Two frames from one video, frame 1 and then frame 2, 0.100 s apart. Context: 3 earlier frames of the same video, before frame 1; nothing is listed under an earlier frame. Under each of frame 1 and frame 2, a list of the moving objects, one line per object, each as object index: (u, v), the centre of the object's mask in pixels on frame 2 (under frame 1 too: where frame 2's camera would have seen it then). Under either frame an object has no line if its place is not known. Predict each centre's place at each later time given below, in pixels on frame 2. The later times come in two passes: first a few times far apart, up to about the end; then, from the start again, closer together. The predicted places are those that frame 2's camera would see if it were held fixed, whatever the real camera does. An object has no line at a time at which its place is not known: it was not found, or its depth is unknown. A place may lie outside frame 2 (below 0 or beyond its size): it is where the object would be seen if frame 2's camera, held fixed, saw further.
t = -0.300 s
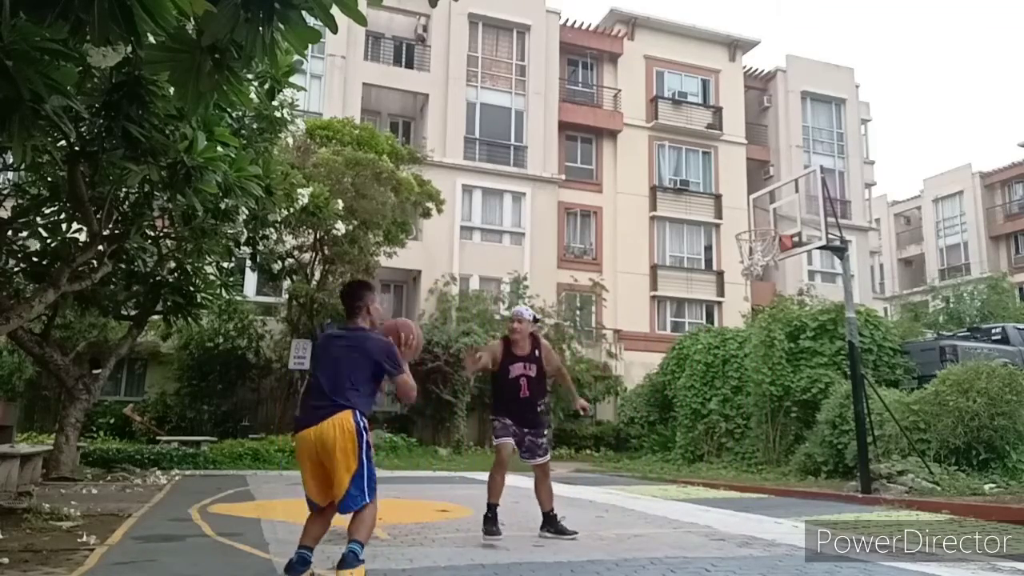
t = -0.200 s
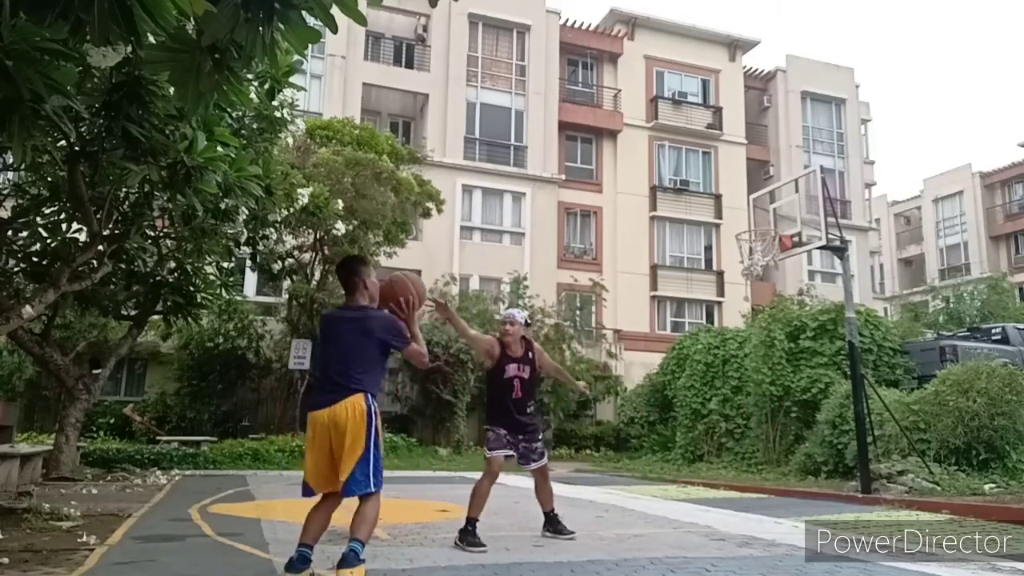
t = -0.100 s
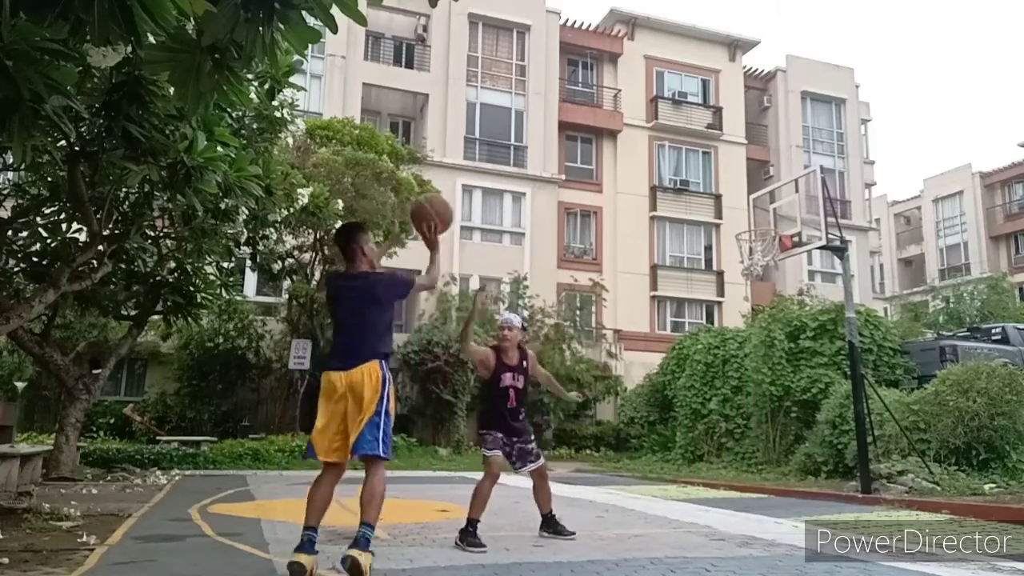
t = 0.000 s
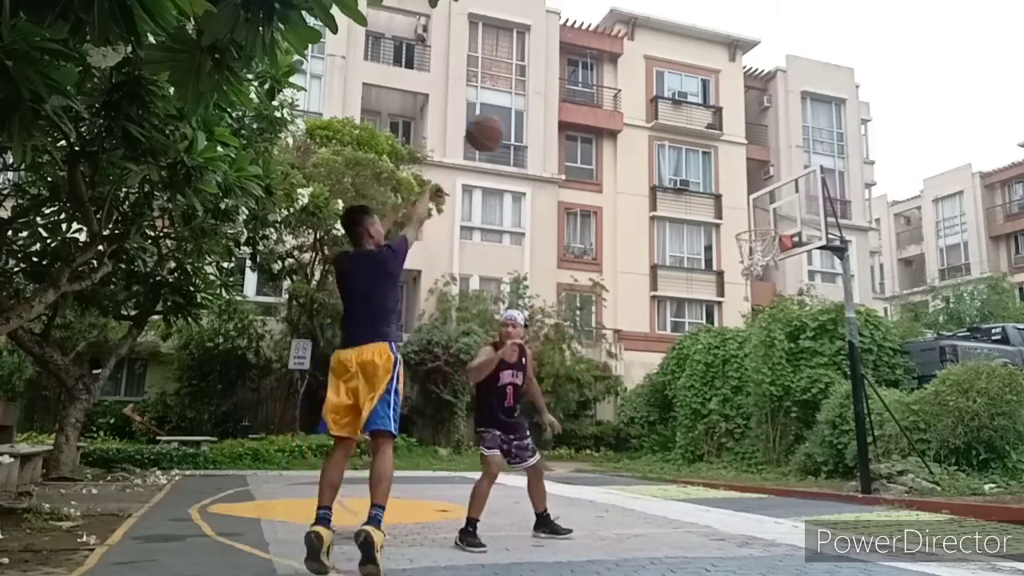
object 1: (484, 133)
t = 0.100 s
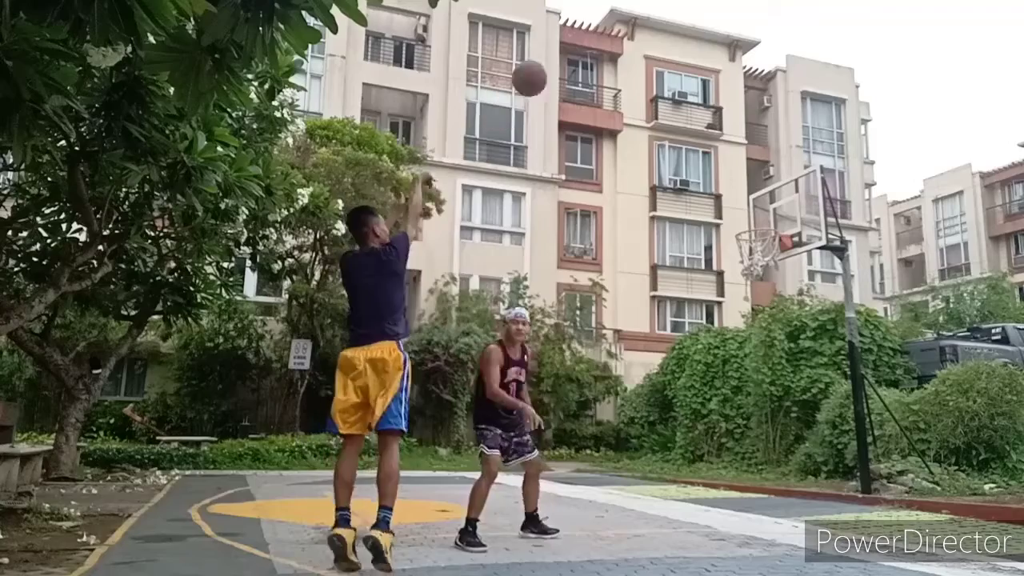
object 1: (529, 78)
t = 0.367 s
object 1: (616, 23)
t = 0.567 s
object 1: (663, 39)
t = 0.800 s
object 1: (708, 100)
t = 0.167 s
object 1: (554, 54)
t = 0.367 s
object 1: (616, 23)
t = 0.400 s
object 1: (624, 23)
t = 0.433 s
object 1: (632, 24)
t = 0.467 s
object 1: (640, 27)
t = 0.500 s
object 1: (649, 29)
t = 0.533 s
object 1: (655, 35)
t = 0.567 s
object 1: (663, 39)
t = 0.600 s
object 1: (670, 45)
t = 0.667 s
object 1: (684, 60)
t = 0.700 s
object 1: (690, 69)
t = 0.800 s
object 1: (708, 100)
